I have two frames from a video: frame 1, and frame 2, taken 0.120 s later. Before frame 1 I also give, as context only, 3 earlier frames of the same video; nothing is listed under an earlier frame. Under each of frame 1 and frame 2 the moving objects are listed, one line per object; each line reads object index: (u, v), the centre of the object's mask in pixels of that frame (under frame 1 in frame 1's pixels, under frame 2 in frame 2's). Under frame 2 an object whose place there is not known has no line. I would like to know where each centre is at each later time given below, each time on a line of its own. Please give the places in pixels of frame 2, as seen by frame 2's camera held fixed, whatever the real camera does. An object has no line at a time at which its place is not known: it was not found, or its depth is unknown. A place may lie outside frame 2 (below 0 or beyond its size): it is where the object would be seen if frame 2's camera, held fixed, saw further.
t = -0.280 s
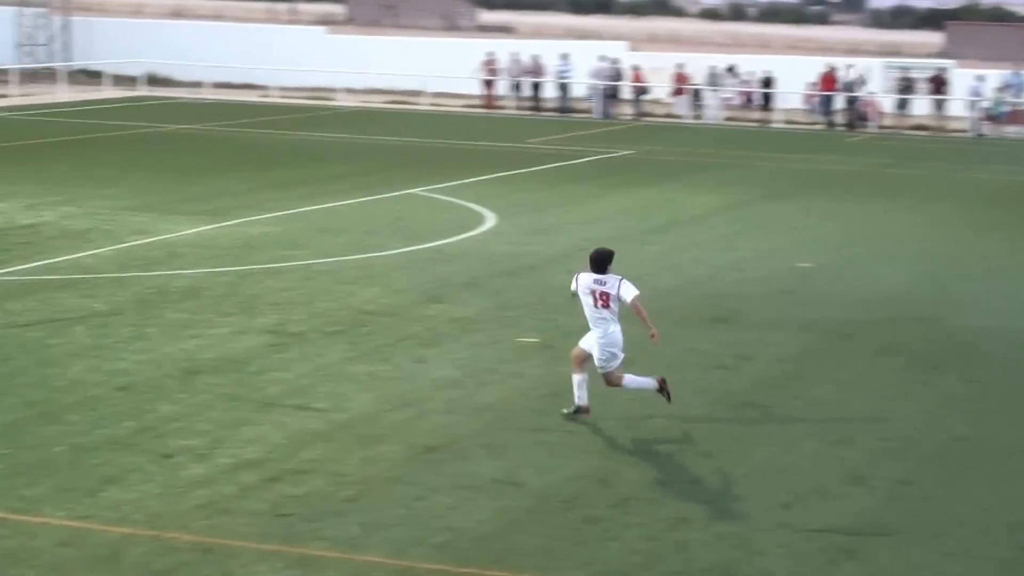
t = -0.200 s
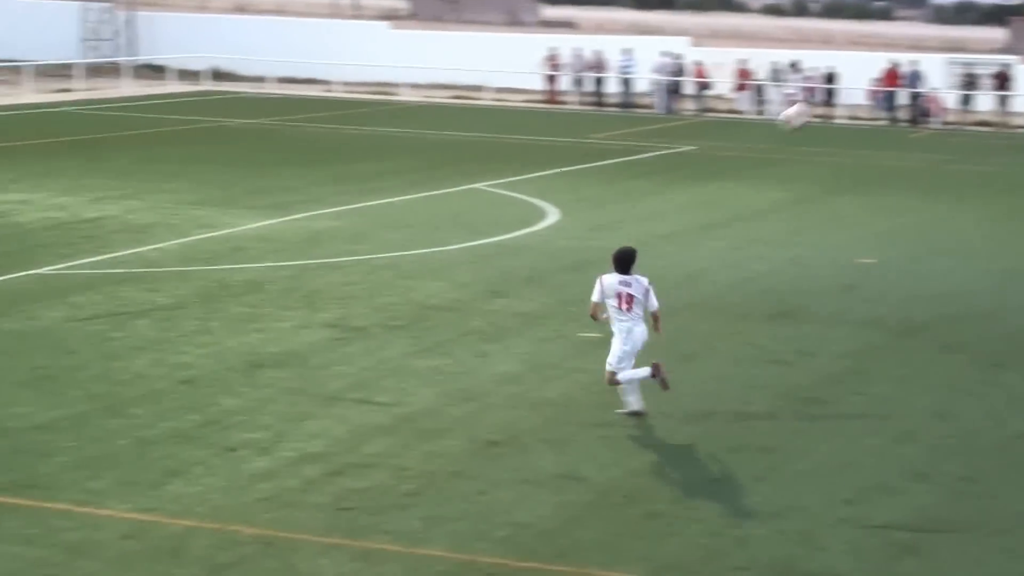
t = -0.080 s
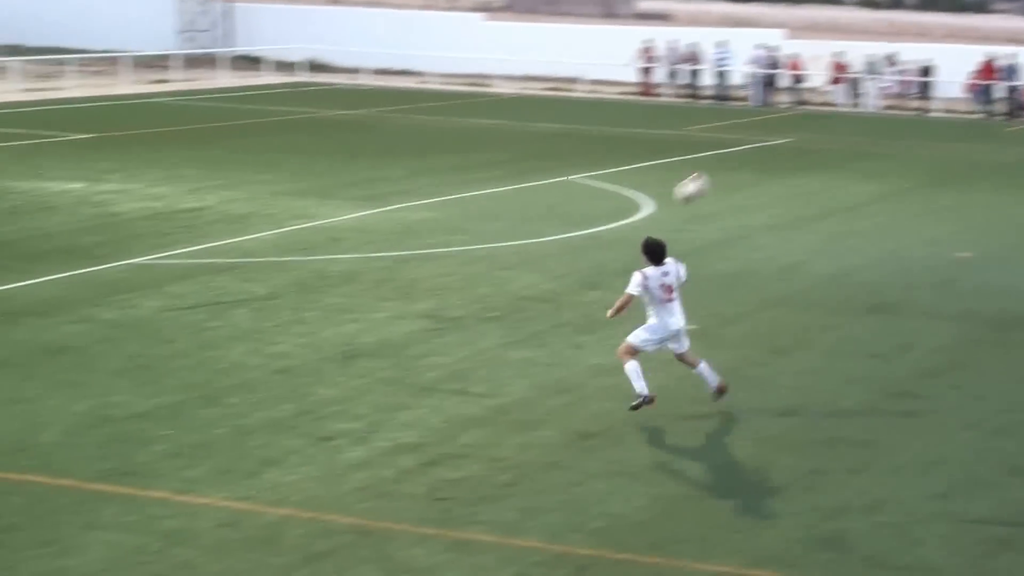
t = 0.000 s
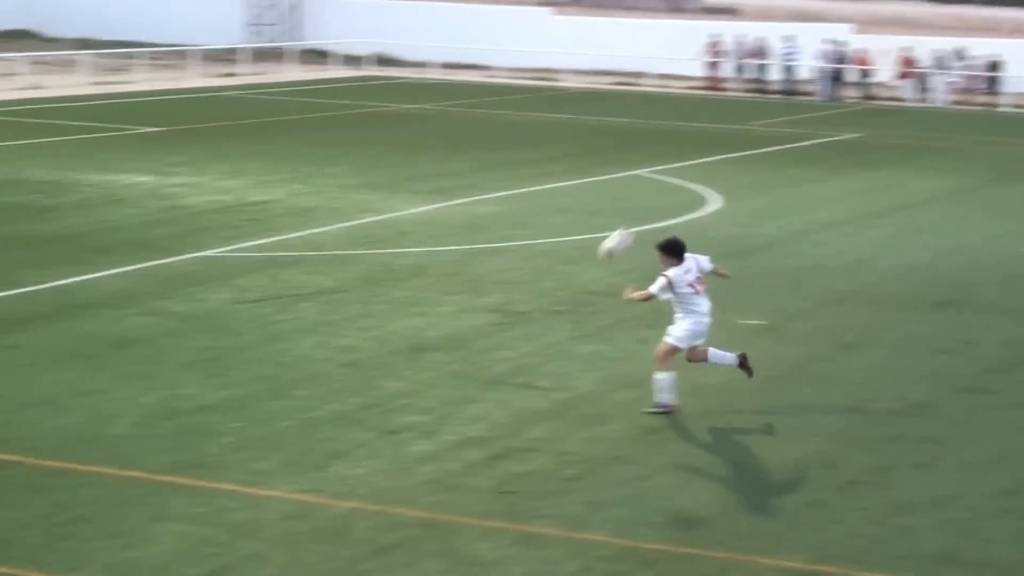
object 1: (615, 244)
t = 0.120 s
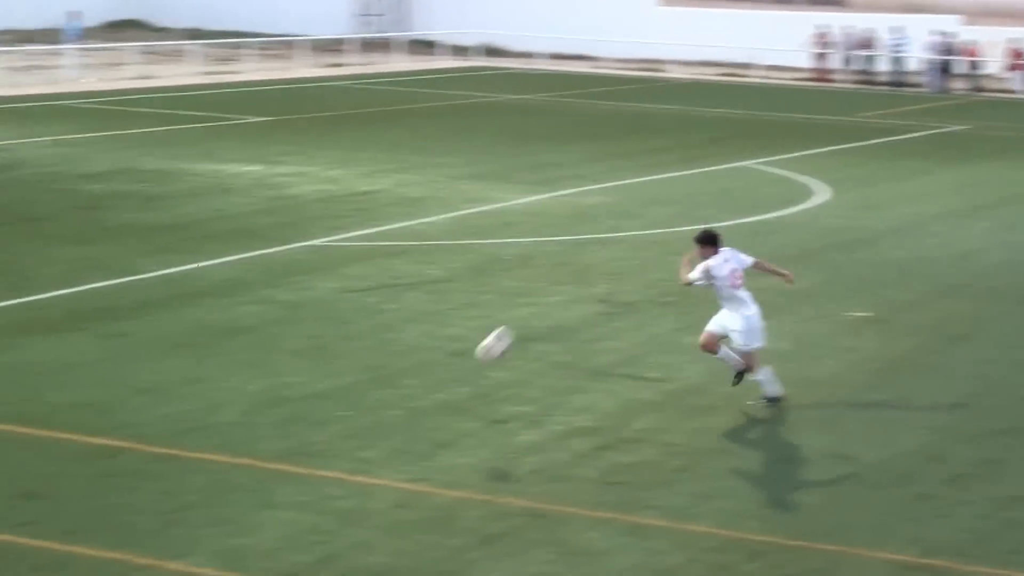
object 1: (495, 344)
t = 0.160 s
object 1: (416, 386)
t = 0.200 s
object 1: (337, 429)
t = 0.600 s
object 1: (-82, 258)
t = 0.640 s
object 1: (-128, 252)
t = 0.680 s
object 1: (-176, 249)
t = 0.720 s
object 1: (-224, 247)
